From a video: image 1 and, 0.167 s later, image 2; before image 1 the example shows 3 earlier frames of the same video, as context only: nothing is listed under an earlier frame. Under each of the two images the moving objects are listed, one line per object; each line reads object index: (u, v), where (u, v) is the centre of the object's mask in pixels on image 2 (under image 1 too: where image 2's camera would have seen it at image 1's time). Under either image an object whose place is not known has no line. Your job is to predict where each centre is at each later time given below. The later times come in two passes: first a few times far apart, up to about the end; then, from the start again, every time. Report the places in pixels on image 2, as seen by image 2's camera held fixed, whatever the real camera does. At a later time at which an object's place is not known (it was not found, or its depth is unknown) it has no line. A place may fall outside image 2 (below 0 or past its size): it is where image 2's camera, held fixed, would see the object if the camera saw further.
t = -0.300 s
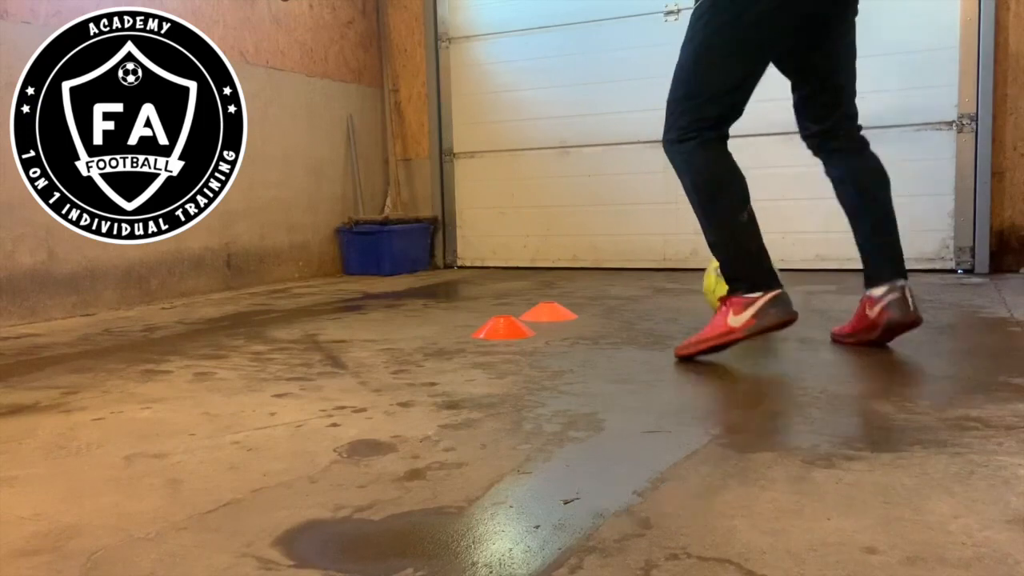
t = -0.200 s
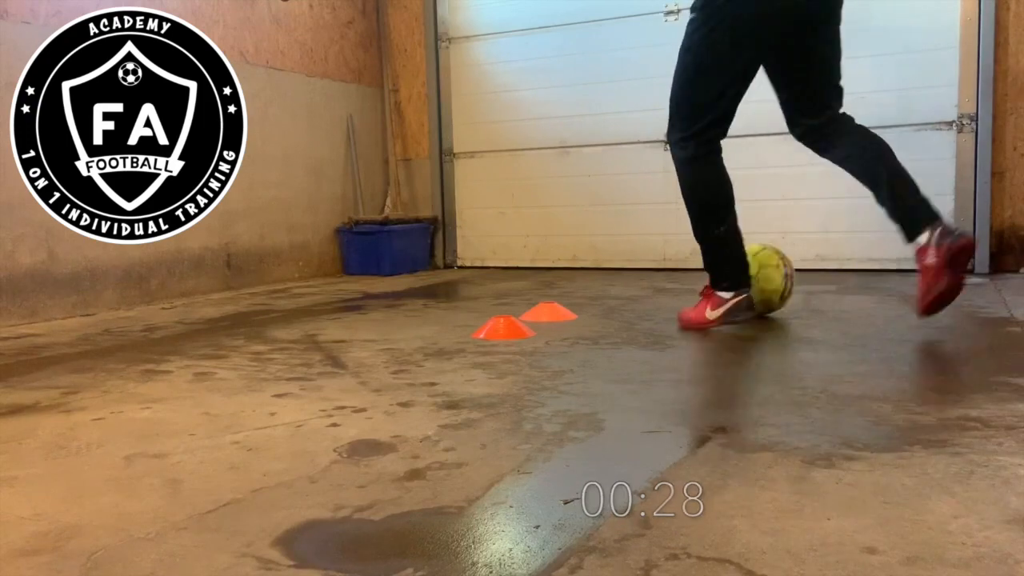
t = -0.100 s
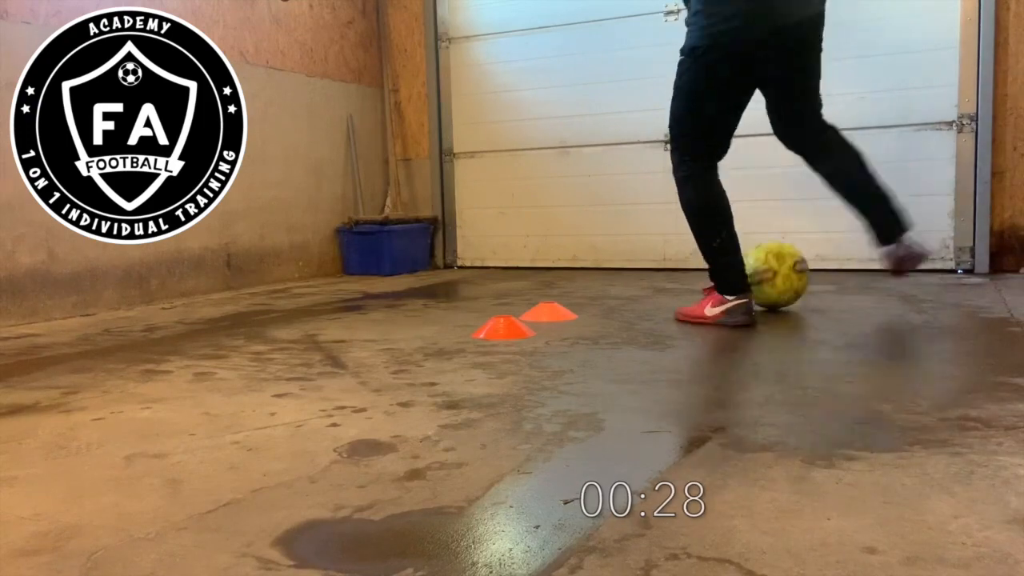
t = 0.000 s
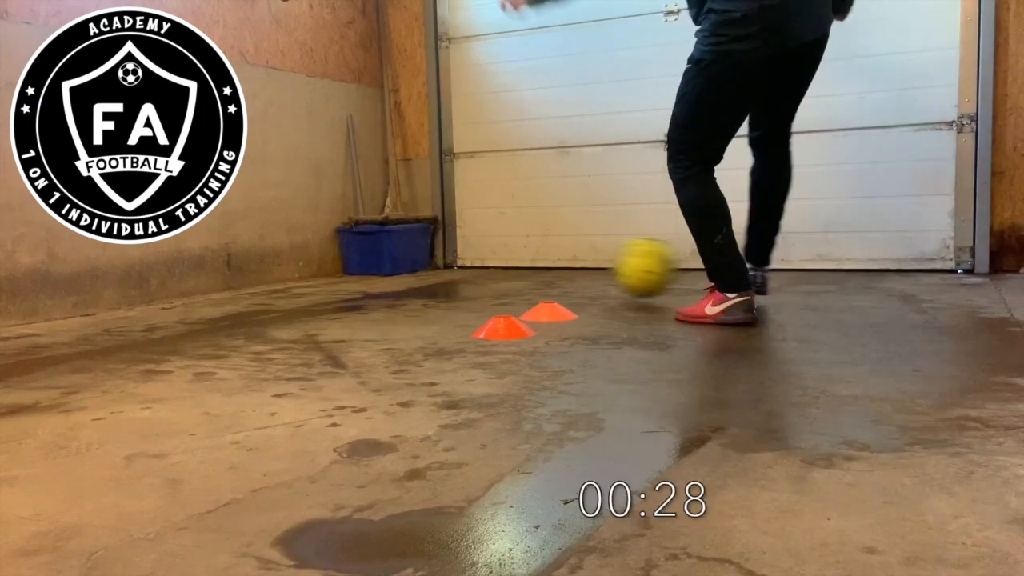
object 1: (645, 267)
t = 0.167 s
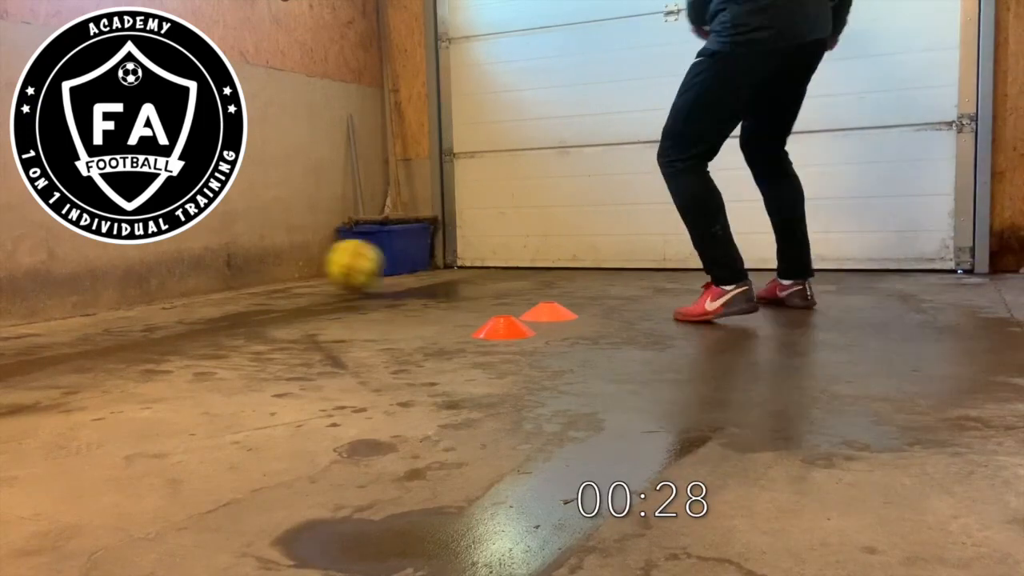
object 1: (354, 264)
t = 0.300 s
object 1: (301, 246)
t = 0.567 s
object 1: (596, 256)
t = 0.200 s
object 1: (309, 265)
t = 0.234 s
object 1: (266, 268)
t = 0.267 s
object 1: (270, 257)
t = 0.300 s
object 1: (301, 246)
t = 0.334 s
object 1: (334, 239)
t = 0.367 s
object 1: (367, 234)
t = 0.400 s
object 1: (401, 230)
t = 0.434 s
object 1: (436, 229)
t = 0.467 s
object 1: (474, 233)
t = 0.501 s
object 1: (513, 238)
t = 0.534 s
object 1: (553, 245)
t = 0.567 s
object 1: (596, 256)
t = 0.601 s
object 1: (639, 271)
